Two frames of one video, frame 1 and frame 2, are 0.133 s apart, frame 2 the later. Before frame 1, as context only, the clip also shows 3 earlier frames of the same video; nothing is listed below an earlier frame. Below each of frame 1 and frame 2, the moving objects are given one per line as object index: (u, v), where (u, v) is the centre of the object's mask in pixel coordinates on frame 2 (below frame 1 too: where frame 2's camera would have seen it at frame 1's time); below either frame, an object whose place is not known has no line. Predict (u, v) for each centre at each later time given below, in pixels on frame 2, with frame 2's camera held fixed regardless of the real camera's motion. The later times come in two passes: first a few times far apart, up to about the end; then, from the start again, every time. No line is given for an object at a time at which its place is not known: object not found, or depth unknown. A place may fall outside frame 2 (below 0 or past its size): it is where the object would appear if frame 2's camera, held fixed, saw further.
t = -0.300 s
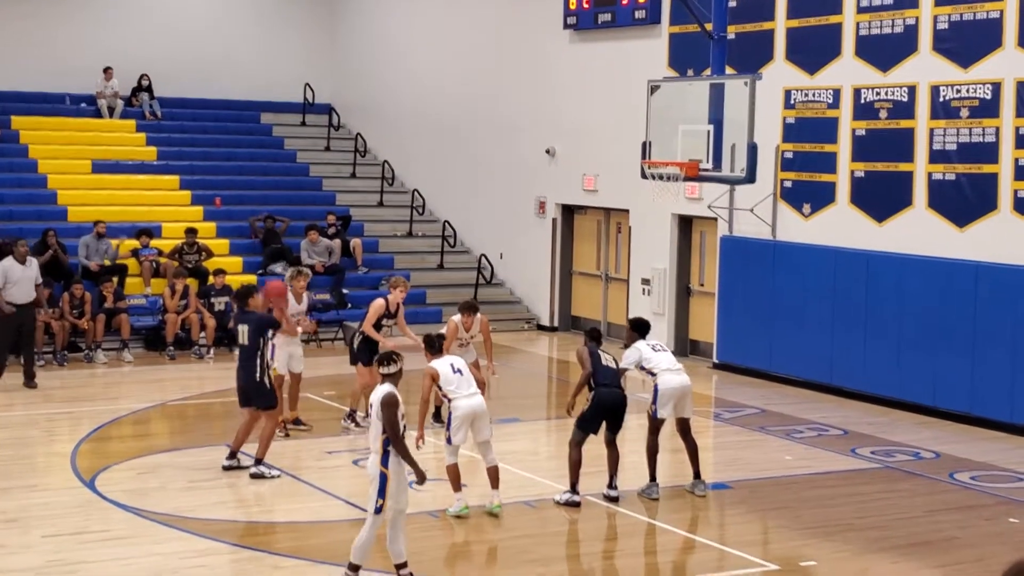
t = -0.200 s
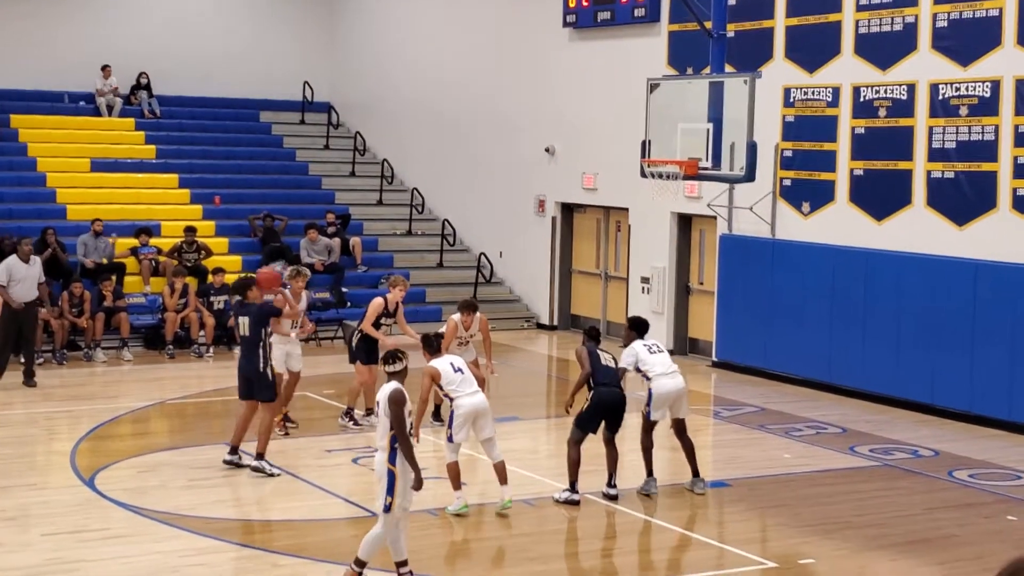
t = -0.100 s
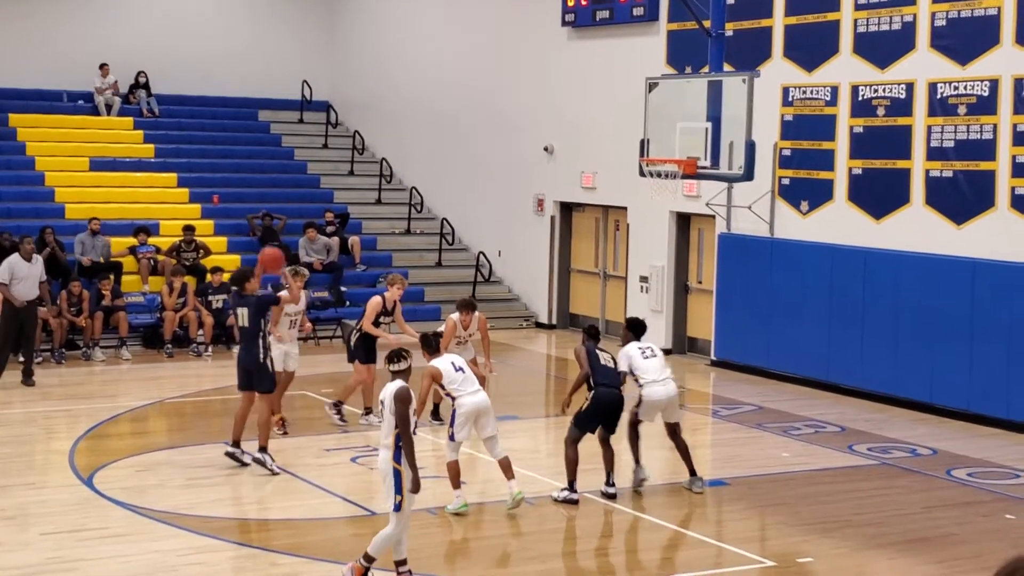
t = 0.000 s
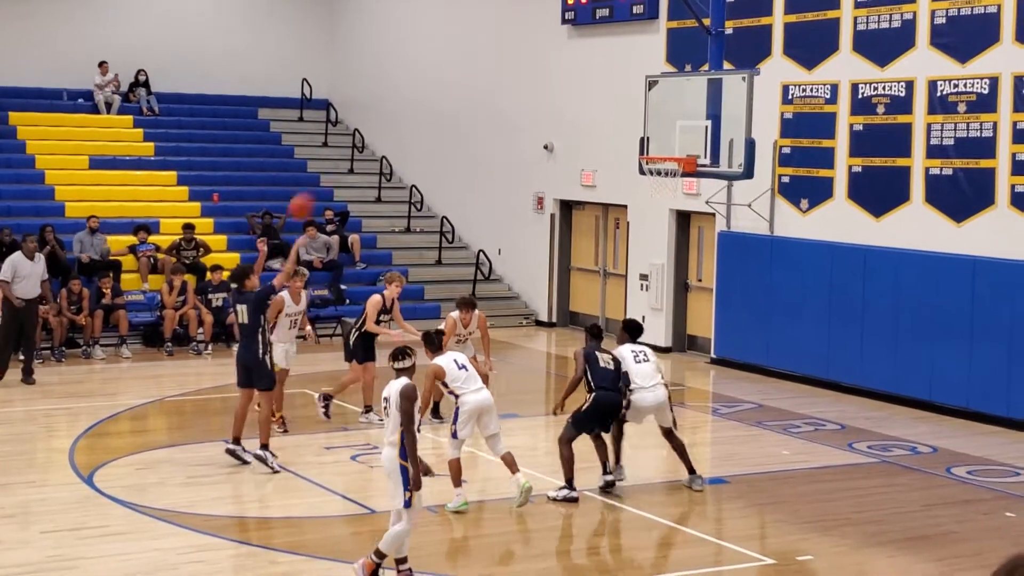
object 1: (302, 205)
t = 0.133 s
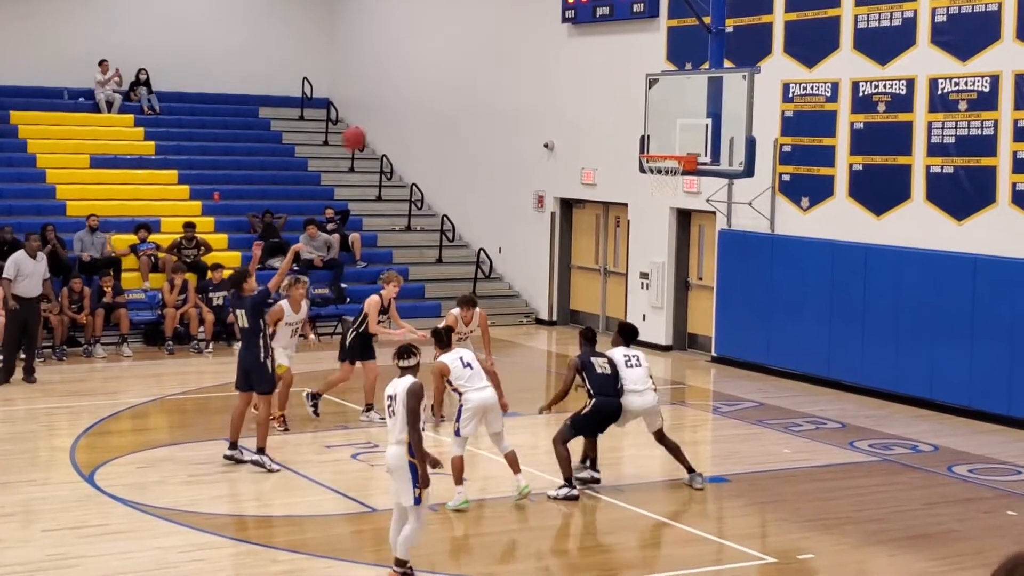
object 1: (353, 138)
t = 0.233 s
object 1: (392, 100)
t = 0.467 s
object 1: (476, 52)
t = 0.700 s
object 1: (554, 57)
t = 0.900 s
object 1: (617, 100)
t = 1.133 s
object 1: (674, 180)
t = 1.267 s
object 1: (685, 224)
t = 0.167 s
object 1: (367, 124)
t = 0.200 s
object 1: (380, 112)
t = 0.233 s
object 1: (392, 100)
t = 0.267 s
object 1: (404, 90)
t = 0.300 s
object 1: (416, 81)
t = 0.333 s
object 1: (429, 73)
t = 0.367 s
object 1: (441, 66)
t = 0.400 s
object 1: (453, 60)
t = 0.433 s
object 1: (465, 56)
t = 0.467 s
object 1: (476, 52)
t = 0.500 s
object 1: (488, 50)
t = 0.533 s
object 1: (499, 48)
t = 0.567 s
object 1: (511, 48)
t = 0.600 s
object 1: (522, 49)
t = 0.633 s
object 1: (533, 50)
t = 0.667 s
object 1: (544, 53)
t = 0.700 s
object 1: (554, 57)
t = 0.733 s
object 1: (565, 61)
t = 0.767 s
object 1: (576, 67)
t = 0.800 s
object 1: (587, 74)
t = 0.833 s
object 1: (597, 82)
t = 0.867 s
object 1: (607, 90)
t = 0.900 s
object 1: (617, 100)
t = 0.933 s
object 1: (627, 110)
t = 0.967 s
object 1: (637, 121)
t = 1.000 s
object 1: (647, 133)
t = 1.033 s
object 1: (657, 145)
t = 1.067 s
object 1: (664, 161)
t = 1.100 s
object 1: (669, 171)
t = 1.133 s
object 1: (674, 180)
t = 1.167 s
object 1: (677, 191)
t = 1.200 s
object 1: (680, 202)
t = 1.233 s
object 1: (681, 213)
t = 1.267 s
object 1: (685, 224)
